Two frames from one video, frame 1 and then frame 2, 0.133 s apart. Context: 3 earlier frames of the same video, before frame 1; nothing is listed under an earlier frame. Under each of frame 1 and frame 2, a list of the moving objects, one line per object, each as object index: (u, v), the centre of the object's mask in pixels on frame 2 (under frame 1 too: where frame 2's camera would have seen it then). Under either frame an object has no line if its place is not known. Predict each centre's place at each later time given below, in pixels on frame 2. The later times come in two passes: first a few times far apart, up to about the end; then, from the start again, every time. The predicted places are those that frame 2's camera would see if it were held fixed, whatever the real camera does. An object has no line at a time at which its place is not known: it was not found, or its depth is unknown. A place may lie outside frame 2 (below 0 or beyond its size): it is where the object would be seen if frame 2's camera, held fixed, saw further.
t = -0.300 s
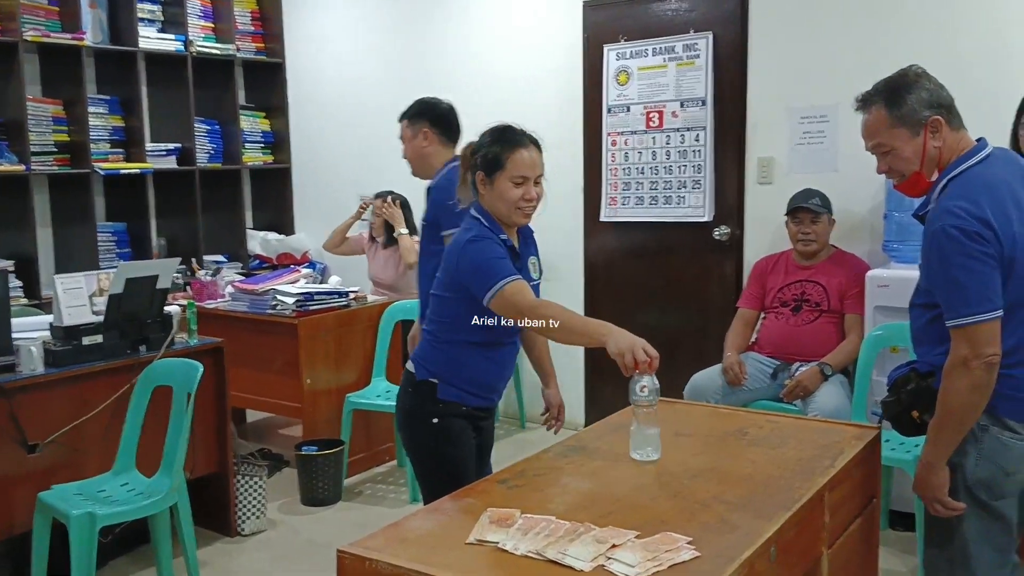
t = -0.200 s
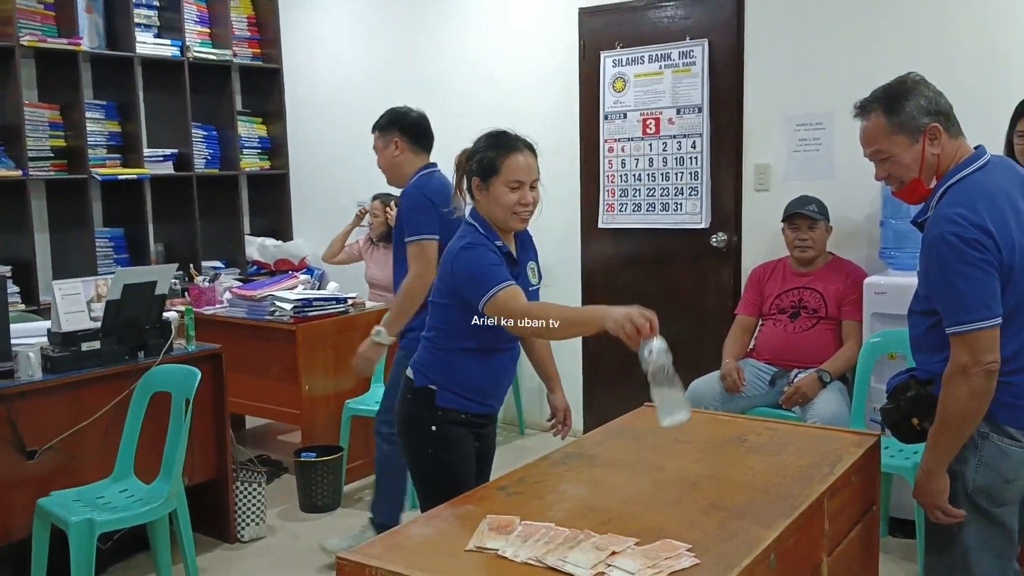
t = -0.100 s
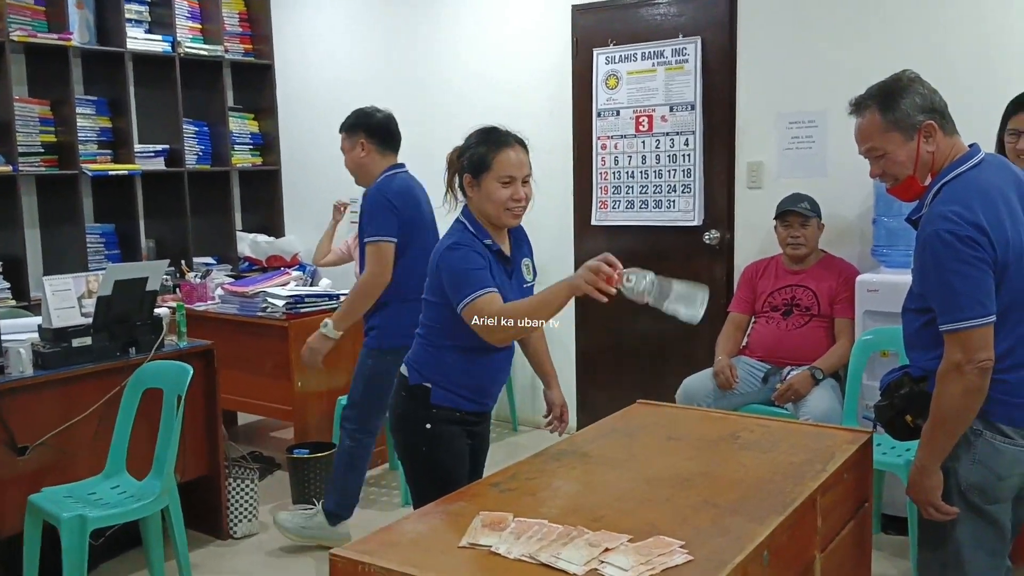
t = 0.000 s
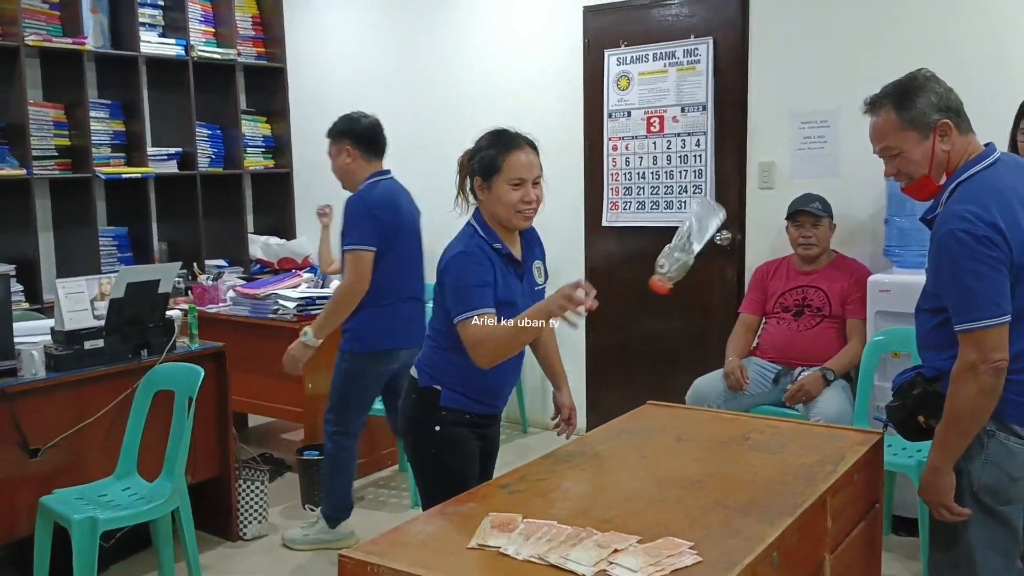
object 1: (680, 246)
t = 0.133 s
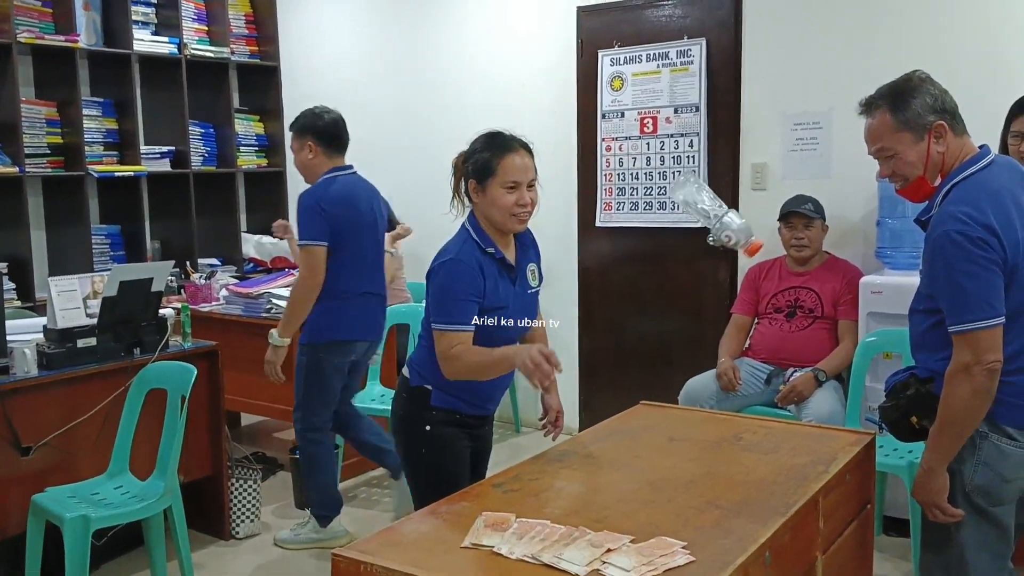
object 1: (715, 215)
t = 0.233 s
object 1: (722, 240)
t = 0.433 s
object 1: (731, 431)
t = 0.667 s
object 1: (736, 470)
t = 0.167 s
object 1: (720, 217)
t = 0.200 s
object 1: (720, 225)
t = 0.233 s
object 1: (722, 240)
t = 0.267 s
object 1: (721, 262)
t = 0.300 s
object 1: (723, 291)
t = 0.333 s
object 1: (725, 325)
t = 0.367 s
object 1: (727, 364)
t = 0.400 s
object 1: (729, 409)
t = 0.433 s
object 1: (731, 431)
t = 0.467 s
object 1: (731, 435)
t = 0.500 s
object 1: (731, 439)
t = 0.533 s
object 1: (733, 446)
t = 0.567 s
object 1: (735, 457)
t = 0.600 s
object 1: (736, 468)
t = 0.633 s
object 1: (738, 470)
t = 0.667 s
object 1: (736, 470)
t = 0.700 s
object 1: (734, 472)
